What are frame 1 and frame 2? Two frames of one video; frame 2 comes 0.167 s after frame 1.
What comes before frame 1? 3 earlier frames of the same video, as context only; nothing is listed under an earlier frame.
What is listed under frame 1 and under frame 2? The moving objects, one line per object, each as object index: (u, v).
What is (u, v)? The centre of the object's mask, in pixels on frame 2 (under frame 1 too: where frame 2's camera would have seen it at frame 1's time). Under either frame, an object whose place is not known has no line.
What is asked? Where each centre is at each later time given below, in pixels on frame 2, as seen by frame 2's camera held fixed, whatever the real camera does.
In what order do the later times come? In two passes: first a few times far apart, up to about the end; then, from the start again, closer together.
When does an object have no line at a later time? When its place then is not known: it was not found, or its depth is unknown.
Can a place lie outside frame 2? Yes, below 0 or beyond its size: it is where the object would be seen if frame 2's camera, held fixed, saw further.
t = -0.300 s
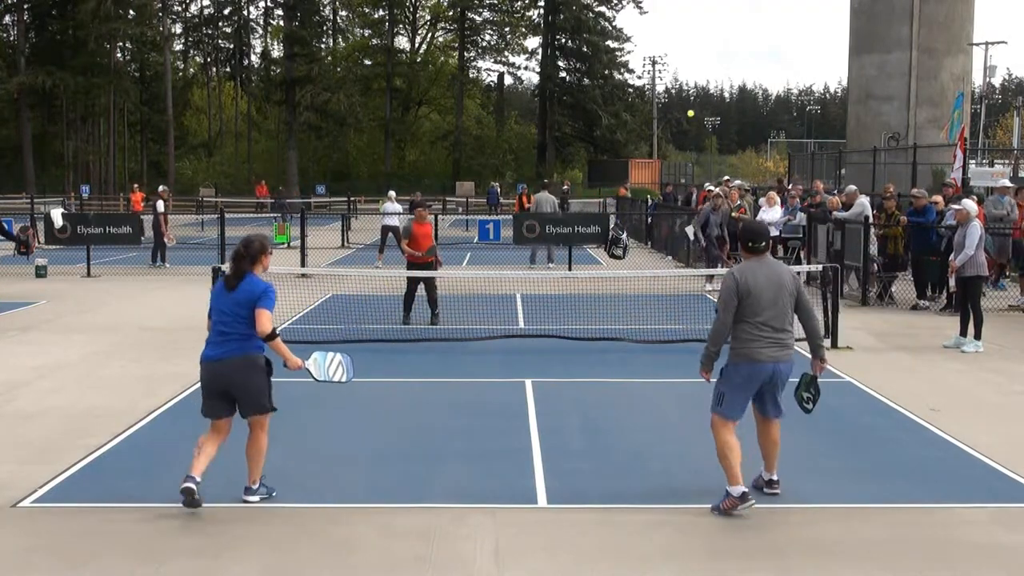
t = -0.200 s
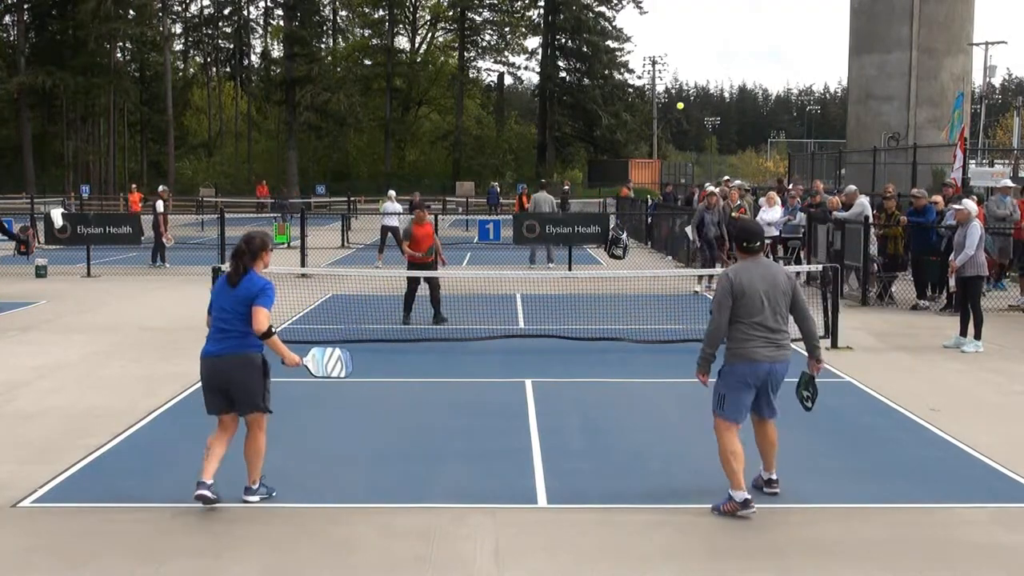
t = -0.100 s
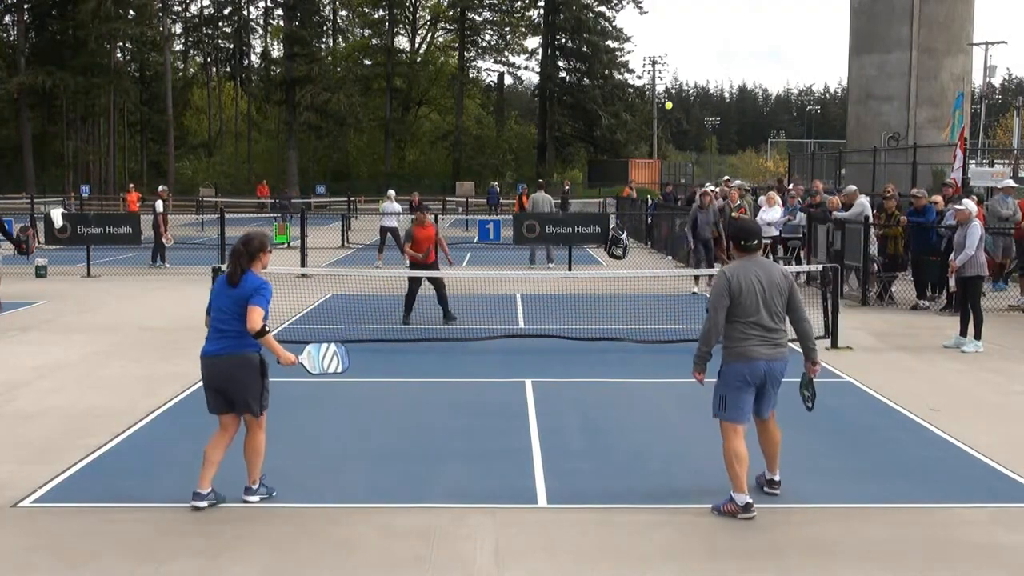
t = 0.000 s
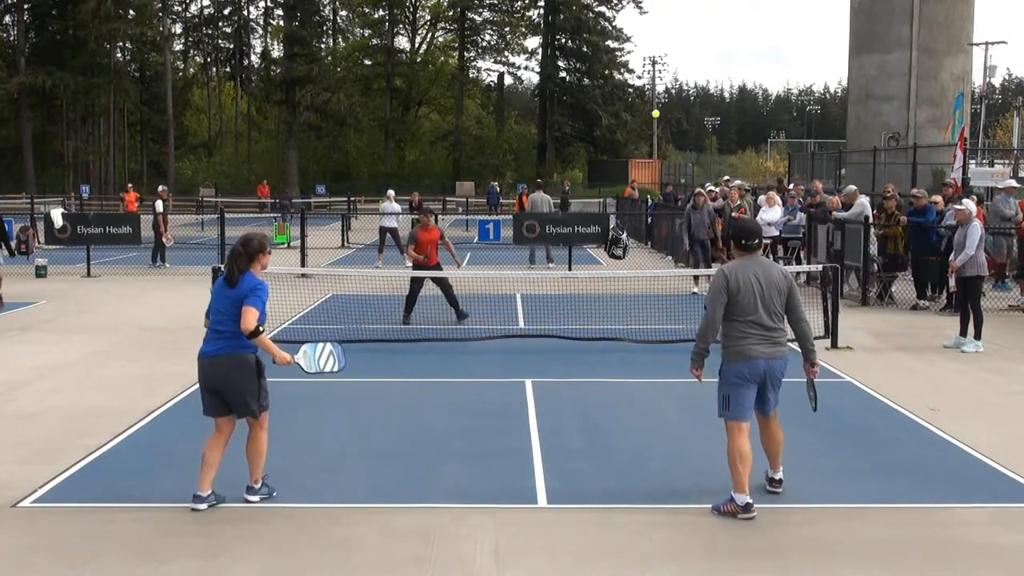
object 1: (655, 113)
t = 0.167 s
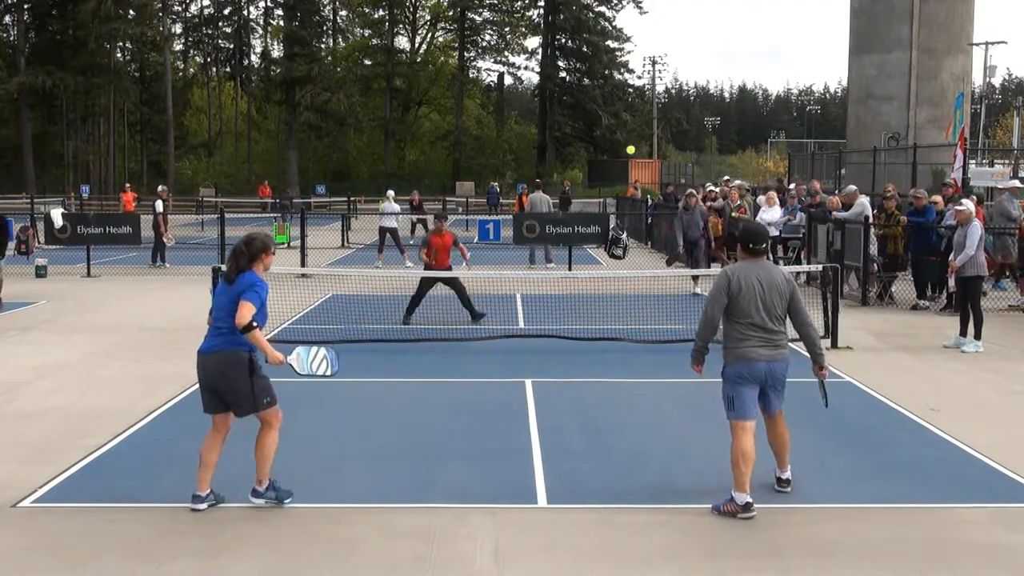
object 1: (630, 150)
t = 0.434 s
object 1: (581, 283)
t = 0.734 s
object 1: (524, 408)
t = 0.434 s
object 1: (581, 283)
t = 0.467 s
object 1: (573, 308)
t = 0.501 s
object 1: (566, 335)
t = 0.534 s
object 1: (559, 364)
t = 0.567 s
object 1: (551, 395)
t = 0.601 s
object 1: (543, 429)
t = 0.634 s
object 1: (536, 454)
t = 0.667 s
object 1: (532, 438)
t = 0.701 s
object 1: (528, 421)
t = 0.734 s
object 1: (524, 408)
